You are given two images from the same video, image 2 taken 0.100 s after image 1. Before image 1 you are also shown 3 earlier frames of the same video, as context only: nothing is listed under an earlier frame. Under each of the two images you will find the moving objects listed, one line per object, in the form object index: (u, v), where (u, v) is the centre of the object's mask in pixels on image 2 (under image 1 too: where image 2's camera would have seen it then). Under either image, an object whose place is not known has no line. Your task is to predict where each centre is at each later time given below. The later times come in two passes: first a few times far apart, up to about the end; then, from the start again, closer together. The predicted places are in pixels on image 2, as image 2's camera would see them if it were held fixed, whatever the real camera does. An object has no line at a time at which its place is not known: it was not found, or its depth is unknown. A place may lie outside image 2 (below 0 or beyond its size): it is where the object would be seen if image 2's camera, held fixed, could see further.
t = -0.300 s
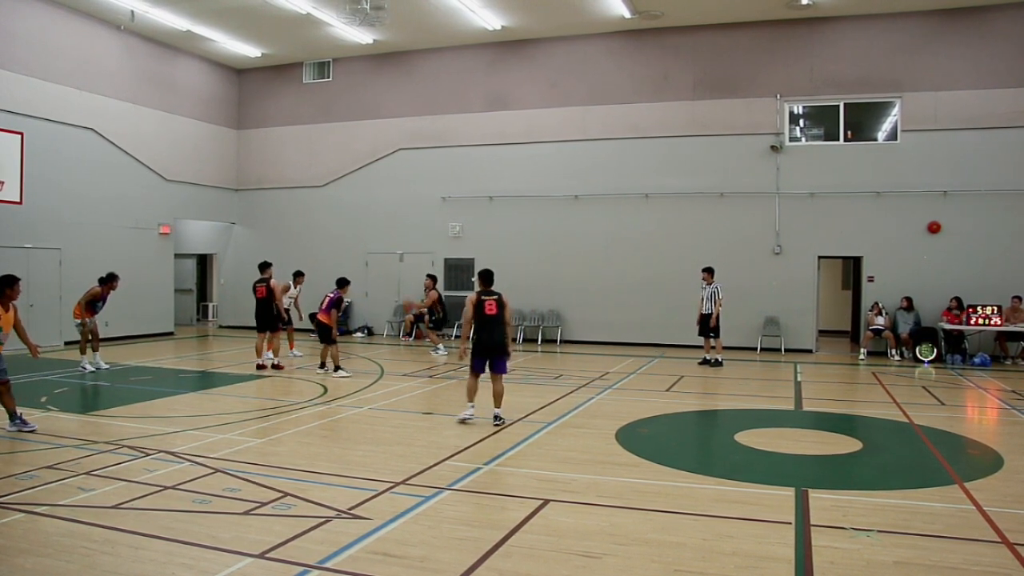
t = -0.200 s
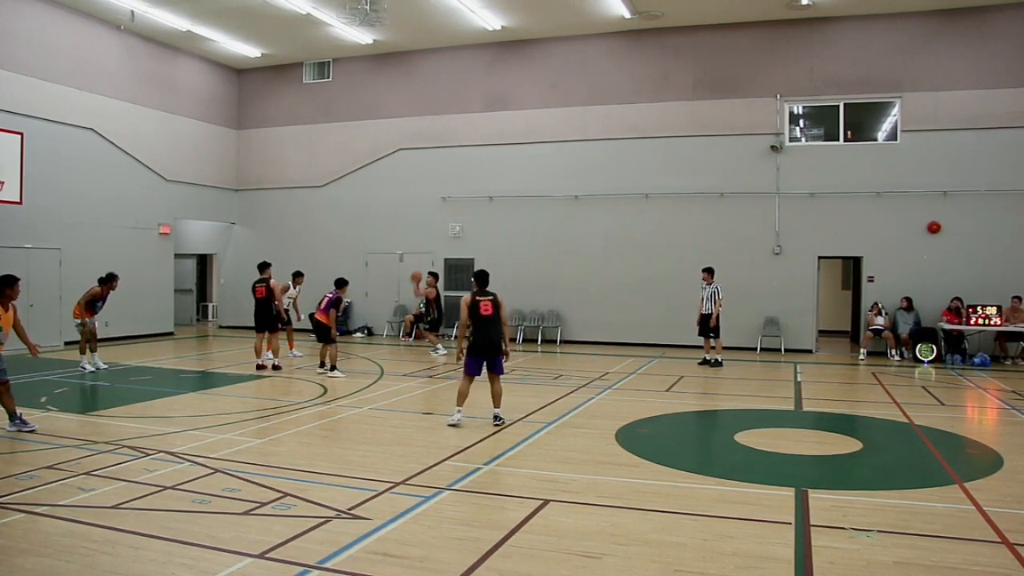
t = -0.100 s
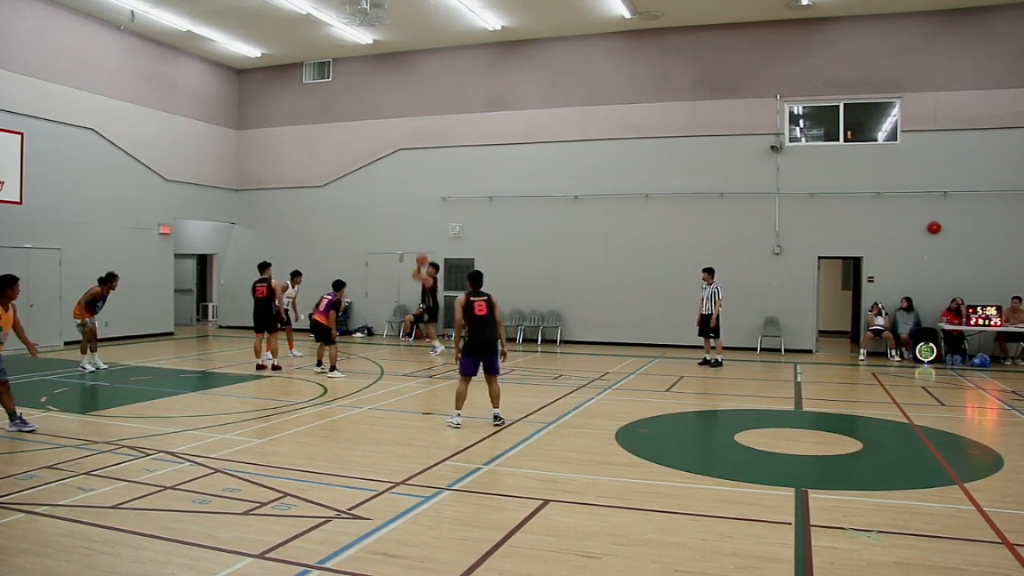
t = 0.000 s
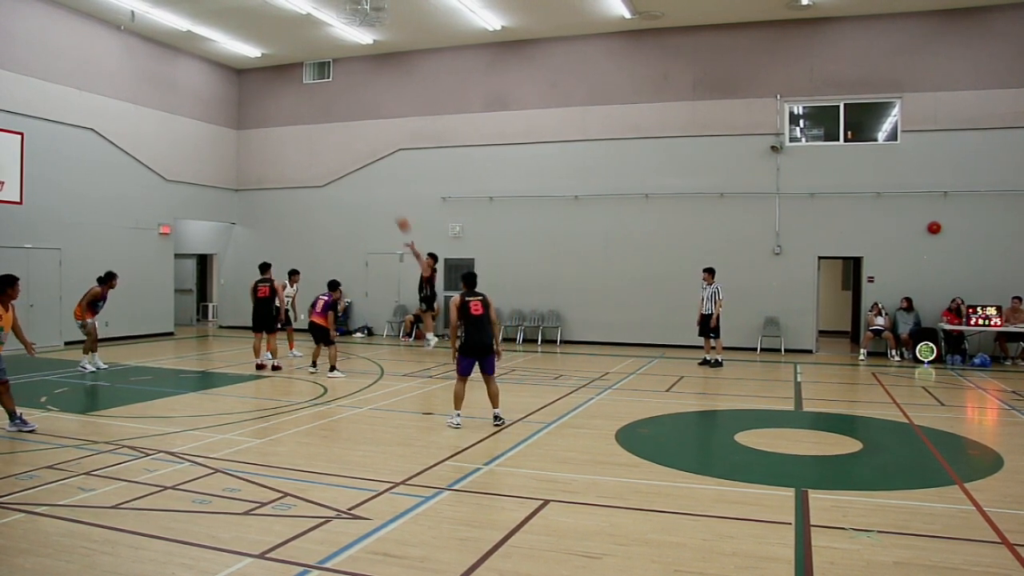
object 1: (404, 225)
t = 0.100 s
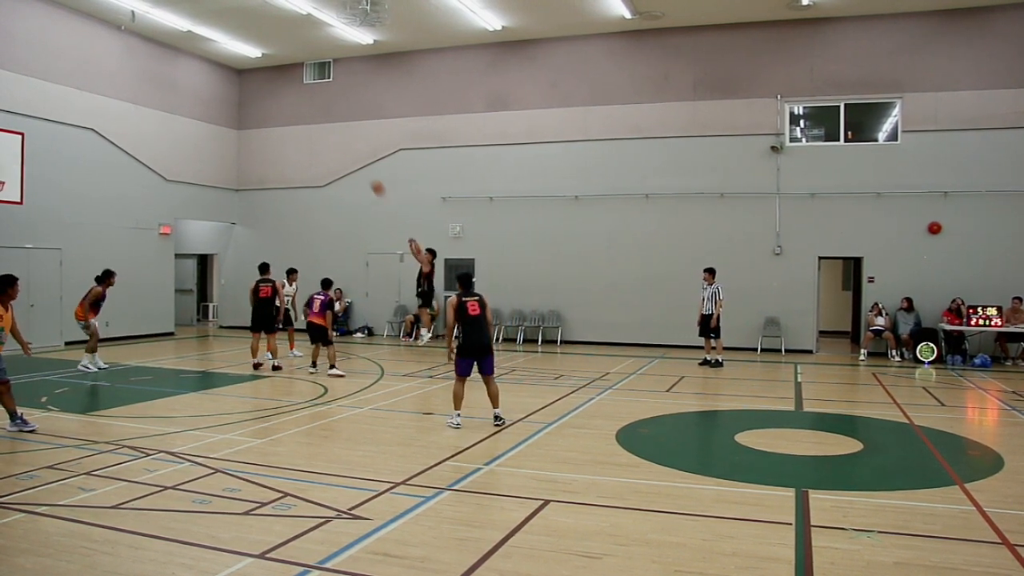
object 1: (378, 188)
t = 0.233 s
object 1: (343, 145)
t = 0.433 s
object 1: (289, 96)
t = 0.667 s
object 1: (221, 64)
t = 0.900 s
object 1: (149, 59)
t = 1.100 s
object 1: (84, 81)
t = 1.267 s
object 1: (27, 119)
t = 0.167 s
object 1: (360, 165)
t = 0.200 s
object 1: (352, 155)
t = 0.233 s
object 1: (343, 145)
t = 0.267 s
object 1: (334, 136)
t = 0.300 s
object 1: (326, 127)
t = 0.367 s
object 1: (307, 110)
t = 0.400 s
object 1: (298, 103)
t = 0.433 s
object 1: (289, 96)
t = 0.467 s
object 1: (280, 89)
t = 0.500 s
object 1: (270, 83)
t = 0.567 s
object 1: (250, 73)
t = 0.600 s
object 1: (241, 71)
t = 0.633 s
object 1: (231, 67)
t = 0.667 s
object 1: (221, 64)
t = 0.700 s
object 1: (210, 61)
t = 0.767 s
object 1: (189, 57)
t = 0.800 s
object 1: (181, 56)
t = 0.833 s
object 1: (171, 57)
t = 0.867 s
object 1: (160, 57)
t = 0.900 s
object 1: (149, 59)
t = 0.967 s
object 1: (128, 63)
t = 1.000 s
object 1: (117, 67)
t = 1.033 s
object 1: (107, 71)
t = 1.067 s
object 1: (95, 75)
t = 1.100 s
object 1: (84, 81)
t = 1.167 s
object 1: (61, 94)
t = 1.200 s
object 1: (50, 102)
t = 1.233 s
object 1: (38, 110)
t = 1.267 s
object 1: (27, 119)
